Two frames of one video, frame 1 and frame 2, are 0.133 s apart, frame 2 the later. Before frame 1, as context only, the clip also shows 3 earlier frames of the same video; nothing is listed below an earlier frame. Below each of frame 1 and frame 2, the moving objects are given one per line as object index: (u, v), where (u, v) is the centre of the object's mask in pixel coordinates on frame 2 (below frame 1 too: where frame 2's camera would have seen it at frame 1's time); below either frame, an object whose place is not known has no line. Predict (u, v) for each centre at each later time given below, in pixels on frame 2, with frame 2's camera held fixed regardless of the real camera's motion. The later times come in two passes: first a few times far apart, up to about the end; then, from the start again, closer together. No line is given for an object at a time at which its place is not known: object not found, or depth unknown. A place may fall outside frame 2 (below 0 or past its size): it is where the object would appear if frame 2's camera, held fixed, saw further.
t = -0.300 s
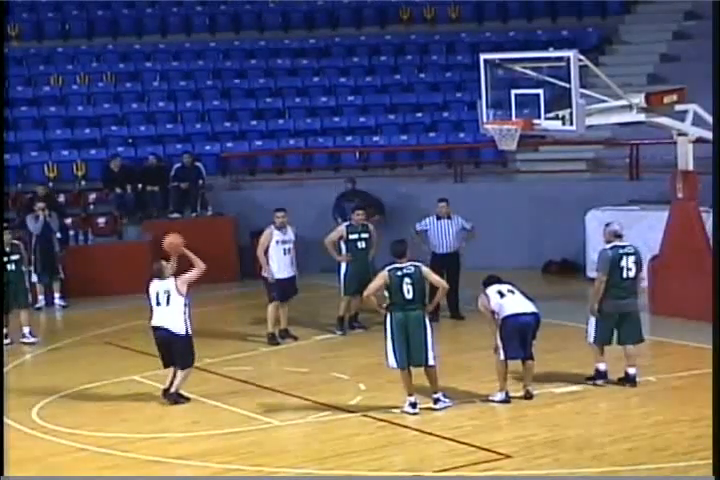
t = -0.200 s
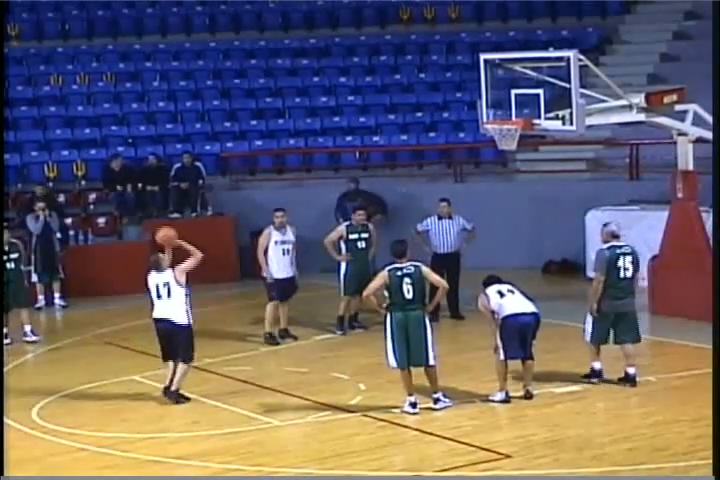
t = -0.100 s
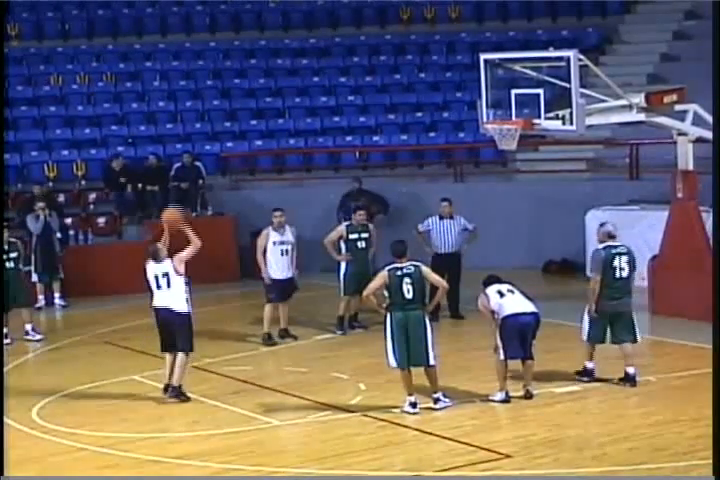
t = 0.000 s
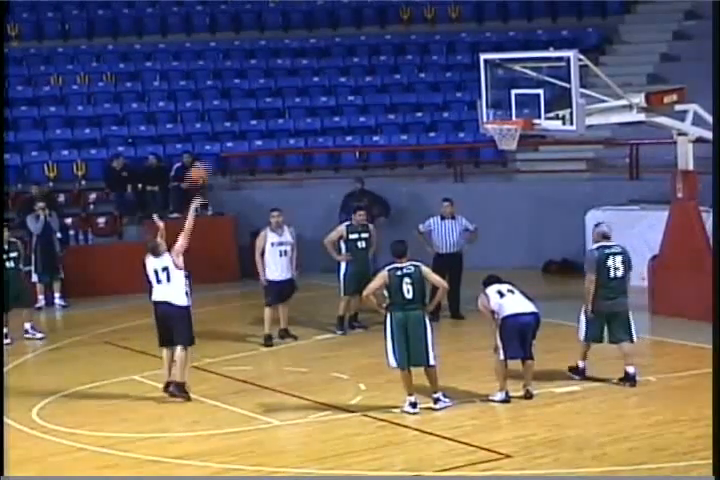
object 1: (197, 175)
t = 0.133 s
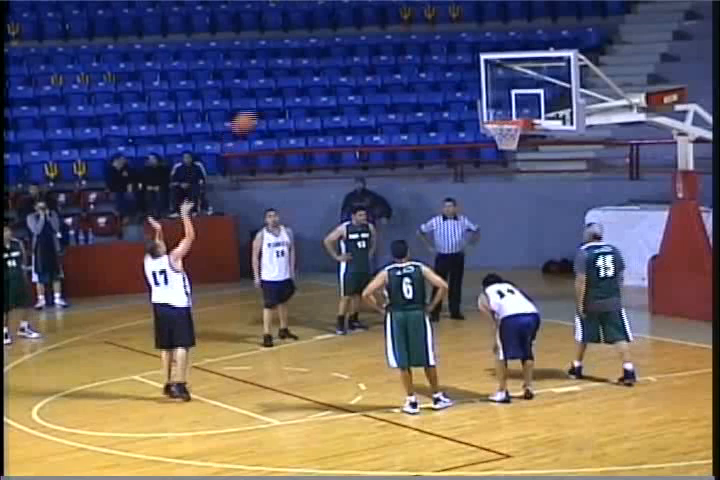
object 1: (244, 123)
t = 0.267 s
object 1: (288, 86)
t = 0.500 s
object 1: (365, 57)
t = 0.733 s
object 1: (440, 70)
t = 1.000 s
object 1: (512, 104)
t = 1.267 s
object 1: (548, 86)
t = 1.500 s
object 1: (548, 99)
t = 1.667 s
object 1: (544, 130)
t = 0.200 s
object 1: (267, 103)
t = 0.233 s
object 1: (279, 93)
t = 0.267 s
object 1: (288, 86)
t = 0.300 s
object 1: (300, 79)
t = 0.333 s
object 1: (311, 73)
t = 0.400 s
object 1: (332, 64)
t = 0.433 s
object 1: (343, 61)
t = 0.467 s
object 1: (355, 59)
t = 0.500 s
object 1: (365, 57)
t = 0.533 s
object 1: (376, 56)
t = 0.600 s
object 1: (398, 58)
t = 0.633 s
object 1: (408, 60)
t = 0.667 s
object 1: (419, 62)
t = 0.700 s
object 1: (430, 66)
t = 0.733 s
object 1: (440, 70)
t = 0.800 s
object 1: (460, 80)
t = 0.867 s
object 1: (483, 97)
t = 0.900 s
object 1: (491, 104)
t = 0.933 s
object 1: (502, 112)
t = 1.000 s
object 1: (512, 104)
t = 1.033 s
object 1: (516, 99)
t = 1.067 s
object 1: (520, 95)
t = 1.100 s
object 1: (525, 92)
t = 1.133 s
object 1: (529, 88)
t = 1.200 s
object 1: (538, 86)
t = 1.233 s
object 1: (543, 86)
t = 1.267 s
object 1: (548, 86)
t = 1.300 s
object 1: (550, 86)
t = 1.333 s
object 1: (549, 87)
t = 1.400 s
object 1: (548, 88)
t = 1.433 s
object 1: (548, 90)
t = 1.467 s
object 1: (547, 94)
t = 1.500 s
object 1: (548, 99)
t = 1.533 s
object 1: (547, 103)
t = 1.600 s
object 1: (546, 115)
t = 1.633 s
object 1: (544, 125)
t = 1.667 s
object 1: (544, 130)
